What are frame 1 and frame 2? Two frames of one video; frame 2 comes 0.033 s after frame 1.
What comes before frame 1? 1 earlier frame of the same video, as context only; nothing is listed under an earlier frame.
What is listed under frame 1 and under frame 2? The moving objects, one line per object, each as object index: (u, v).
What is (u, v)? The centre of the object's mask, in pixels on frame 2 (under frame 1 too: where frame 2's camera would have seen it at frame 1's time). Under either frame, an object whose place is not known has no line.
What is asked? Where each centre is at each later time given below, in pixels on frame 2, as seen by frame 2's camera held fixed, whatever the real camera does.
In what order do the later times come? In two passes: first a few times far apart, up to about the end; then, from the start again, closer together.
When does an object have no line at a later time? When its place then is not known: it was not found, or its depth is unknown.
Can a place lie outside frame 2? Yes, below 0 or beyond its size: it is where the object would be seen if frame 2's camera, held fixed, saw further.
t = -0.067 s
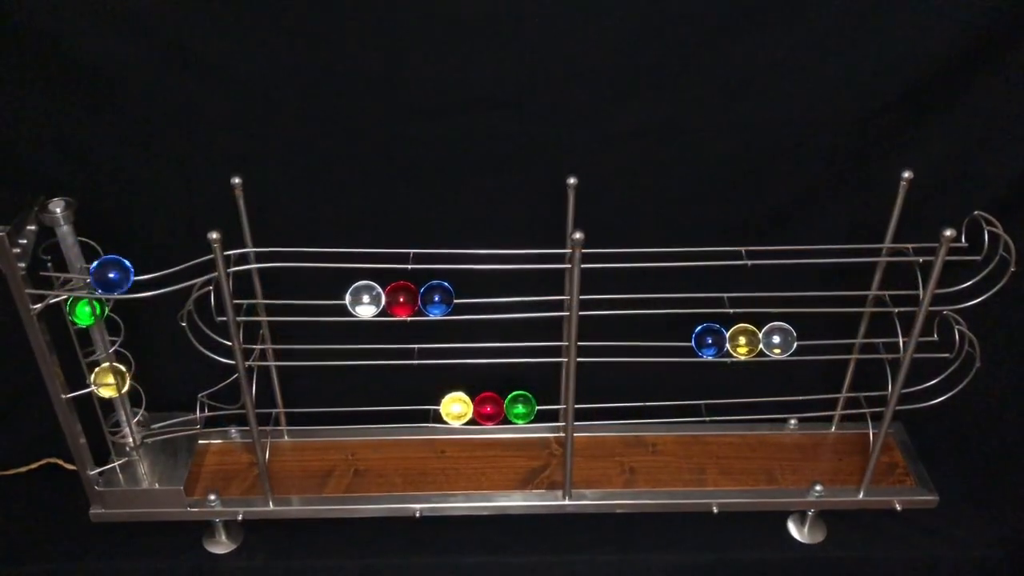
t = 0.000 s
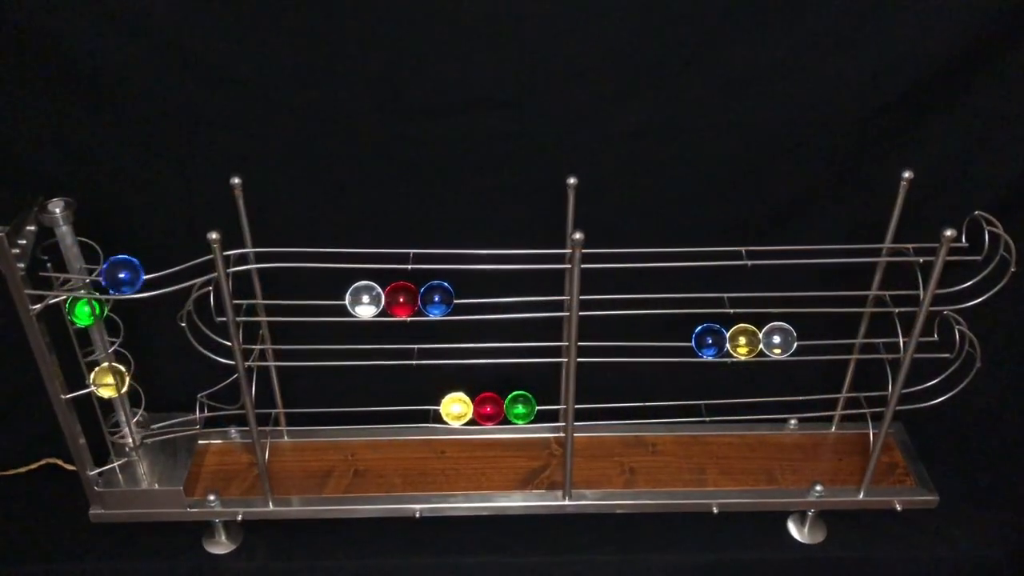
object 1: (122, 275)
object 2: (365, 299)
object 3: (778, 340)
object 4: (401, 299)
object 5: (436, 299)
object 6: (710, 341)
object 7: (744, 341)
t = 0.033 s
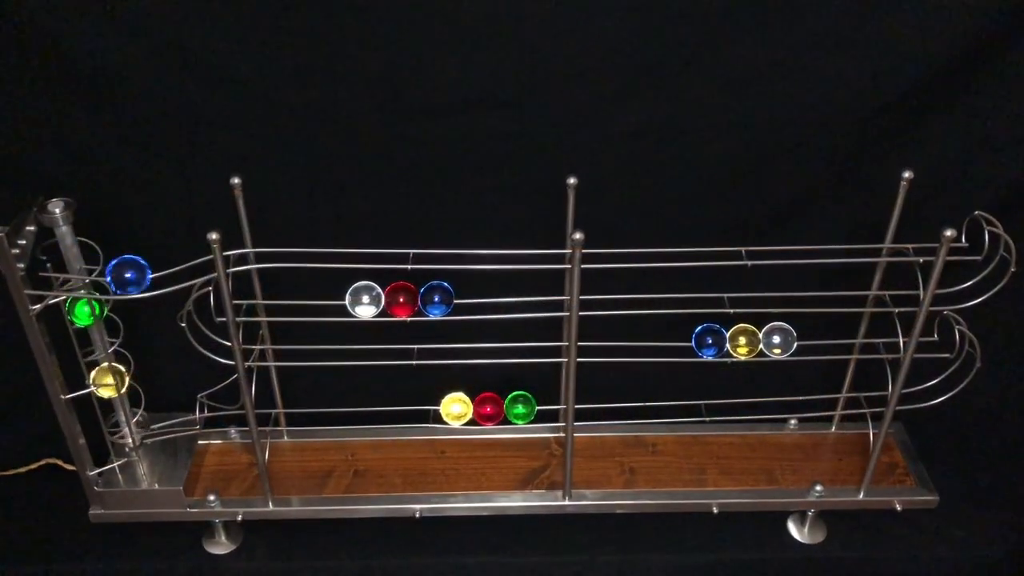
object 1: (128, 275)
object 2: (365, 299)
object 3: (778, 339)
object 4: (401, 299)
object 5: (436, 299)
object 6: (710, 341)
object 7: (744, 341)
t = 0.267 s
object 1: (178, 264)
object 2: (365, 299)
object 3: (778, 339)
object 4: (401, 299)
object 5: (436, 299)
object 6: (709, 340)
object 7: (743, 341)
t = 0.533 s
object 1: (244, 247)
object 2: (364, 299)
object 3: (778, 339)
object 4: (401, 299)
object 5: (436, 299)
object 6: (709, 340)
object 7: (743, 341)
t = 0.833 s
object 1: (325, 245)
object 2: (364, 299)
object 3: (778, 339)
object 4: (401, 299)
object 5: (436, 299)
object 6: (709, 340)
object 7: (743, 341)
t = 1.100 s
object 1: (406, 246)
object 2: (364, 299)
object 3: (778, 339)
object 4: (401, 299)
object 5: (436, 298)
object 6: (709, 340)
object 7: (743, 340)
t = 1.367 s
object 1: (493, 246)
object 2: (364, 299)
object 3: (778, 339)
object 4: (401, 299)
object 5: (436, 299)
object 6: (709, 340)
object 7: (743, 340)
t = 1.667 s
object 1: (596, 246)
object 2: (366, 299)
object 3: (779, 339)
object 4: (402, 299)
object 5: (437, 299)
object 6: (710, 340)
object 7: (744, 341)
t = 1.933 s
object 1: (679, 244)
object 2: (365, 299)
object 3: (778, 339)
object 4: (401, 299)
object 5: (436, 299)
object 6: (709, 340)
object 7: (743, 341)
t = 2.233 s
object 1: (771, 242)
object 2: (365, 299)
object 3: (778, 339)
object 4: (401, 299)
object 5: (436, 299)
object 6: (709, 340)
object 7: (743, 340)
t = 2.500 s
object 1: (847, 240)
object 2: (365, 299)
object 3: (778, 339)
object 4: (401, 299)
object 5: (436, 299)
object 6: (709, 340)
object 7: (743, 340)
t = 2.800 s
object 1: (923, 239)
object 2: (365, 299)
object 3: (778, 339)
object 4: (401, 299)
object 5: (436, 299)
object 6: (709, 340)
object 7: (743, 340)
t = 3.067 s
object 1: (990, 248)
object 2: (365, 299)
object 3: (778, 339)
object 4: (401, 299)
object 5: (436, 299)
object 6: (709, 340)
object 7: (743, 340)
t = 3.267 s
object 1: (898, 289)
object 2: (365, 299)
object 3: (778, 339)
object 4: (401, 299)
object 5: (437, 299)
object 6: (709, 340)
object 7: (743, 340)
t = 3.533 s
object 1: (759, 290)
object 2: (365, 299)
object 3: (778, 339)
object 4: (401, 300)
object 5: (437, 299)
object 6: (709, 340)
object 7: (743, 340)
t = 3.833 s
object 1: (601, 293)
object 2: (365, 299)
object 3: (778, 339)
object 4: (401, 299)
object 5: (437, 299)
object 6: (709, 340)
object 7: (743, 340)
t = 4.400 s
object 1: (463, 298)
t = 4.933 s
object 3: (778, 339)
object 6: (709, 340)
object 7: (743, 341)
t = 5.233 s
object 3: (778, 339)
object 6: (709, 340)
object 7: (743, 341)
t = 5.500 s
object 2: (619, 340)
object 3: (778, 339)
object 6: (709, 341)
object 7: (743, 341)
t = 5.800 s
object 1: (440, 299)
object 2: (681, 340)
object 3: (842, 338)
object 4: (368, 300)
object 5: (404, 300)
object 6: (715, 340)
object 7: (749, 340)
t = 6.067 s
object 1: (440, 299)
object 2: (689, 340)
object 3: (910, 335)
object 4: (368, 300)
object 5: (404, 300)
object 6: (723, 340)
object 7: (757, 340)
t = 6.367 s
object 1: (440, 299)
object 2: (695, 341)
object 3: (928, 384)
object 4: (368, 300)
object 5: (403, 299)
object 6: (730, 340)
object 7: (764, 340)
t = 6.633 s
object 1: (440, 299)
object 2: (701, 340)
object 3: (760, 398)
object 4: (368, 300)
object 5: (404, 299)
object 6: (736, 340)
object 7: (770, 340)
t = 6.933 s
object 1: (440, 299)
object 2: (707, 341)
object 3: (552, 405)
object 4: (368, 300)
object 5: (403, 299)
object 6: (742, 340)
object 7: (776, 340)
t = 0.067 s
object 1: (135, 274)
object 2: (365, 299)
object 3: (778, 339)
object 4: (401, 299)
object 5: (436, 299)
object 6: (710, 340)
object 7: (744, 341)
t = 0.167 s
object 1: (157, 270)
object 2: (365, 300)
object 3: (778, 339)
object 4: (401, 299)
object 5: (436, 299)
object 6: (709, 340)
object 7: (744, 341)
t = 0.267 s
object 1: (178, 264)
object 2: (365, 299)
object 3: (778, 339)
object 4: (401, 299)
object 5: (436, 299)
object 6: (709, 340)
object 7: (743, 341)
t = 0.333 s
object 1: (193, 260)
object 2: (365, 299)
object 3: (778, 339)
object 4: (401, 299)
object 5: (436, 299)
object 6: (709, 340)
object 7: (743, 341)
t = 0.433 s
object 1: (212, 253)
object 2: (364, 299)
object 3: (778, 339)
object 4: (401, 299)
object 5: (436, 299)
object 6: (709, 340)
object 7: (743, 341)
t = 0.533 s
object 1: (244, 247)
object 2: (364, 299)
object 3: (778, 339)
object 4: (401, 299)
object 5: (436, 299)
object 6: (709, 340)
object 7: (743, 341)
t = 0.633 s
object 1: (270, 245)
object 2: (364, 299)
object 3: (778, 339)
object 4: (401, 299)
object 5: (436, 299)
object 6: (709, 340)
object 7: (743, 341)
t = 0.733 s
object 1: (297, 244)
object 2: (364, 299)
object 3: (778, 339)
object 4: (401, 299)
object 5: (436, 299)
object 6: (709, 340)
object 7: (743, 341)
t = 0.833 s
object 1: (325, 245)
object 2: (364, 299)
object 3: (778, 339)
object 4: (401, 299)
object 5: (436, 299)
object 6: (709, 340)
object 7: (743, 341)
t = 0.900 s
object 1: (345, 245)
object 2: (365, 299)
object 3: (778, 339)
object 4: (401, 299)
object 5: (436, 299)
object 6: (709, 340)
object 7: (743, 341)
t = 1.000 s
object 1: (375, 246)
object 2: (364, 299)
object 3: (778, 339)
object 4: (401, 299)
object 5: (436, 298)
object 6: (709, 340)
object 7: (743, 340)
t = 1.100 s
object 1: (406, 246)
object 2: (364, 299)
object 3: (778, 339)
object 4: (401, 299)
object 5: (436, 298)
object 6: (709, 340)
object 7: (743, 340)
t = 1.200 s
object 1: (438, 246)
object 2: (365, 299)
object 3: (778, 339)
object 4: (401, 299)
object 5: (436, 299)
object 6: (709, 340)
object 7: (743, 341)
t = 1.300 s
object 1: (471, 247)
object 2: (365, 299)
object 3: (778, 339)
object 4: (401, 299)
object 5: (436, 298)
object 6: (709, 340)
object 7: (743, 341)
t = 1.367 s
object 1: (493, 246)
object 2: (364, 299)
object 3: (778, 339)
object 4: (401, 299)
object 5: (436, 299)
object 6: (709, 340)
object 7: (743, 340)
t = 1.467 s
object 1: (527, 246)
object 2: (365, 299)
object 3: (778, 339)
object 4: (401, 299)
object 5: (436, 299)
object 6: (709, 340)
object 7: (743, 341)
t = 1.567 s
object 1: (557, 246)
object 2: (365, 299)
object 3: (778, 339)
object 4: (401, 299)
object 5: (437, 299)
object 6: (709, 340)
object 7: (743, 341)
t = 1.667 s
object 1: (596, 246)
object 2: (366, 299)
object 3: (779, 339)
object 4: (402, 299)
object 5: (437, 299)
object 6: (710, 340)
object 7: (744, 341)
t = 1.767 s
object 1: (625, 245)
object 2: (365, 299)
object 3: (778, 339)
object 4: (401, 299)
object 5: (437, 299)
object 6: (710, 340)
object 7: (744, 341)
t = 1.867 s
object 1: (657, 244)
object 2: (364, 299)
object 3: (778, 339)
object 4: (401, 299)
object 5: (436, 299)
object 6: (709, 340)
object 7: (743, 341)
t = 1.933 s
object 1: (679, 244)
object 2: (365, 299)
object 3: (778, 339)
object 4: (401, 299)
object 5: (436, 299)
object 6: (709, 340)
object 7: (743, 341)
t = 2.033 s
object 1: (710, 243)
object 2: (365, 299)
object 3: (778, 339)
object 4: (401, 299)
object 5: (436, 299)
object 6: (709, 340)
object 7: (743, 341)
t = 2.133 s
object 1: (740, 242)
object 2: (365, 299)
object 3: (778, 339)
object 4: (401, 299)
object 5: (436, 299)
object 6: (709, 340)
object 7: (743, 341)
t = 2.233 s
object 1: (771, 242)
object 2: (365, 299)
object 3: (778, 339)
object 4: (401, 299)
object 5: (436, 299)
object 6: (709, 340)
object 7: (743, 340)
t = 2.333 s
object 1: (800, 241)
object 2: (365, 299)
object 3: (778, 339)
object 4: (401, 299)
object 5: (436, 299)
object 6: (709, 340)
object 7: (743, 340)
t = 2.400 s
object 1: (818, 241)
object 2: (365, 299)
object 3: (778, 339)
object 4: (401, 300)
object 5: (436, 299)
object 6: (709, 340)
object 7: (743, 341)
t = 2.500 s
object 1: (847, 240)
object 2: (365, 299)
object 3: (778, 339)
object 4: (401, 299)
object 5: (436, 299)
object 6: (709, 340)
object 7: (743, 340)
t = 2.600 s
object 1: (873, 239)
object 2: (365, 299)
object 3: (778, 339)
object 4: (401, 299)
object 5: (436, 299)
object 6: (709, 340)
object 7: (743, 340)
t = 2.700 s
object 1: (900, 239)
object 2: (365, 299)
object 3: (778, 339)
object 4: (401, 299)
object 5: (436, 299)
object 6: (709, 340)
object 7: (743, 340)
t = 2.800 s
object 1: (923, 239)
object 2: (365, 299)
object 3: (778, 339)
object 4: (401, 299)
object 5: (436, 299)
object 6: (709, 340)
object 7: (743, 340)
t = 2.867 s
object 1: (939, 236)
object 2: (365, 299)
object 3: (778, 339)
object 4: (401, 299)
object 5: (436, 299)
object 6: (709, 340)
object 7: (743, 340)
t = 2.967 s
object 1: (968, 239)
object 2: (365, 299)
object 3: (778, 339)
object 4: (401, 299)
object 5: (436, 299)
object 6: (709, 340)
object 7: (743, 340)
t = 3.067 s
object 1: (990, 248)
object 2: (365, 299)
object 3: (778, 339)
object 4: (401, 299)
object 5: (436, 299)
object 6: (709, 340)
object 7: (743, 340)
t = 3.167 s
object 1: (955, 287)
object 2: (365, 299)
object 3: (778, 339)
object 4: (401, 299)
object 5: (436, 299)
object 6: (709, 340)
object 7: (743, 340)
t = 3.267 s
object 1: (898, 289)
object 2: (365, 299)
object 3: (778, 339)
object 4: (401, 299)
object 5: (437, 299)
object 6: (709, 340)
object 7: (743, 340)
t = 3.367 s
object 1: (846, 290)
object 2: (365, 299)
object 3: (778, 339)
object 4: (401, 300)
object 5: (437, 299)
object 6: (709, 340)
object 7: (743, 340)
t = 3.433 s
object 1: (812, 290)
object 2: (365, 299)
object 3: (778, 339)
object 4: (402, 300)
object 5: (437, 299)
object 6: (709, 340)
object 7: (743, 340)
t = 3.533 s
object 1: (759, 290)
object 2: (365, 299)
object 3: (778, 339)
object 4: (401, 300)
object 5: (437, 299)
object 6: (709, 340)
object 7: (743, 340)
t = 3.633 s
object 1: (706, 292)
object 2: (365, 299)
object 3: (778, 339)
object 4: (401, 299)
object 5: (437, 299)
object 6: (709, 340)
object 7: (743, 341)
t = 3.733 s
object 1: (654, 292)
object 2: (365, 299)
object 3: (778, 339)
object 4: (402, 300)
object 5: (437, 299)
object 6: (709, 340)
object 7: (743, 341)
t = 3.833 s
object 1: (601, 293)
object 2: (365, 299)
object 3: (778, 339)
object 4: (401, 299)
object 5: (437, 299)
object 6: (709, 340)
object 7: (743, 340)
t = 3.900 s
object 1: (566, 295)
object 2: (365, 299)
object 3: (778, 339)
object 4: (401, 299)
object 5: (437, 299)
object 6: (709, 340)
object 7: (743, 340)
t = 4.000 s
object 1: (514, 296)
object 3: (778, 339)
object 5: (437, 299)
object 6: (709, 340)
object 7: (743, 340)
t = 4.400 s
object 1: (463, 298)
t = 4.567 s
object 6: (709, 341)
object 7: (743, 341)
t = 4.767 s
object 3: (778, 339)
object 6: (709, 340)
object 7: (743, 341)
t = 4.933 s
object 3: (778, 339)
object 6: (709, 340)
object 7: (743, 341)
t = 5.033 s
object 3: (778, 339)
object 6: (709, 341)
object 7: (743, 341)
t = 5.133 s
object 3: (778, 339)
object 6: (709, 340)
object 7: (743, 341)
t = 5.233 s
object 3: (778, 339)
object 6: (709, 340)
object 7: (743, 341)
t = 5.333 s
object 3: (778, 339)
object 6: (709, 340)
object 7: (743, 341)
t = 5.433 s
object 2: (590, 341)
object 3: (778, 339)
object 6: (709, 340)
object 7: (743, 341)
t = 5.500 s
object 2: (619, 340)
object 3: (778, 339)
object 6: (709, 341)
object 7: (743, 341)
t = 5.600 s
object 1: (440, 299)
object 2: (670, 340)
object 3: (779, 339)
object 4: (368, 300)
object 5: (403, 299)
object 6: (710, 341)
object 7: (743, 341)
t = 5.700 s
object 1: (440, 299)
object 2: (676, 340)
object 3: (813, 338)
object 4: (368, 300)
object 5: (404, 300)
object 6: (711, 341)
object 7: (746, 341)
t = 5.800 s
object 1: (440, 299)
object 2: (681, 340)
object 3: (842, 338)
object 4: (368, 300)
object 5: (404, 300)
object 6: (715, 340)
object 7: (749, 340)
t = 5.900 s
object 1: (440, 299)
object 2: (684, 340)
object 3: (868, 337)
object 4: (368, 300)
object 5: (404, 300)
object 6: (718, 340)
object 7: (752, 340)
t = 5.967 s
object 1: (440, 299)
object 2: (686, 341)
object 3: (886, 337)
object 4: (368, 300)
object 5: (404, 300)
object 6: (721, 340)
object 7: (754, 340)
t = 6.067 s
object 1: (440, 299)
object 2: (689, 340)
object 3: (910, 335)
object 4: (368, 300)
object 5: (404, 300)
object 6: (723, 340)
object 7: (757, 340)
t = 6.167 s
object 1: (440, 299)
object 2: (691, 340)
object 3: (938, 336)
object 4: (368, 300)
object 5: (404, 300)
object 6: (726, 340)
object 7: (760, 340)
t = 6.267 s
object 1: (440, 299)
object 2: (693, 341)
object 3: (957, 342)
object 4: (368, 300)
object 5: (403, 300)
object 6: (728, 340)
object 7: (762, 340)
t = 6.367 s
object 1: (440, 299)
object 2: (695, 341)
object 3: (928, 384)
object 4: (368, 300)
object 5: (403, 299)
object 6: (730, 340)
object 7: (764, 340)
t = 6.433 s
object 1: (440, 299)
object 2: (697, 341)
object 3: (886, 390)
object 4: (368, 300)
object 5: (403, 299)
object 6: (732, 340)
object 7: (765, 340)
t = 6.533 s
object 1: (440, 299)
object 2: (700, 341)
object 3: (825, 395)
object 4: (368, 300)
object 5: (404, 300)
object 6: (734, 340)
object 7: (768, 340)
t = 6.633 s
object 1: (440, 299)
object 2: (701, 340)
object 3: (760, 398)
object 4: (368, 300)
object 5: (404, 299)
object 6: (736, 340)
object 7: (770, 340)
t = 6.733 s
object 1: (440, 299)
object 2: (704, 341)
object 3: (693, 401)
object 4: (368, 300)
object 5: (404, 299)
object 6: (738, 340)
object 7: (772, 340)
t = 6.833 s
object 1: (440, 299)
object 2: (706, 340)
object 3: (624, 403)
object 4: (368, 300)
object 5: (404, 299)
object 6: (740, 340)
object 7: (774, 340)
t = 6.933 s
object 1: (440, 299)
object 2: (707, 341)
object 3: (552, 405)
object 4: (368, 300)
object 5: (403, 299)
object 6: (742, 340)
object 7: (776, 340)
